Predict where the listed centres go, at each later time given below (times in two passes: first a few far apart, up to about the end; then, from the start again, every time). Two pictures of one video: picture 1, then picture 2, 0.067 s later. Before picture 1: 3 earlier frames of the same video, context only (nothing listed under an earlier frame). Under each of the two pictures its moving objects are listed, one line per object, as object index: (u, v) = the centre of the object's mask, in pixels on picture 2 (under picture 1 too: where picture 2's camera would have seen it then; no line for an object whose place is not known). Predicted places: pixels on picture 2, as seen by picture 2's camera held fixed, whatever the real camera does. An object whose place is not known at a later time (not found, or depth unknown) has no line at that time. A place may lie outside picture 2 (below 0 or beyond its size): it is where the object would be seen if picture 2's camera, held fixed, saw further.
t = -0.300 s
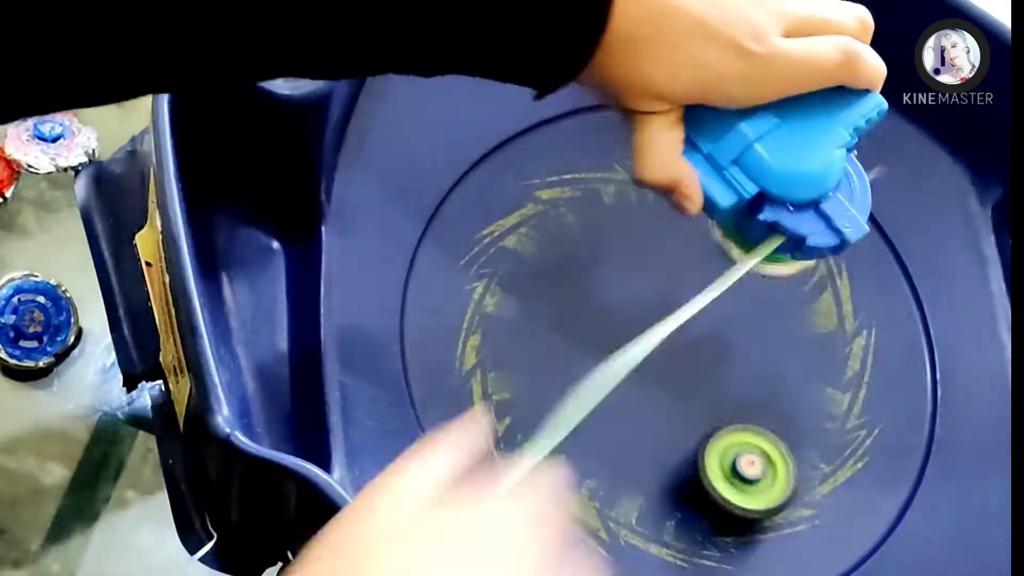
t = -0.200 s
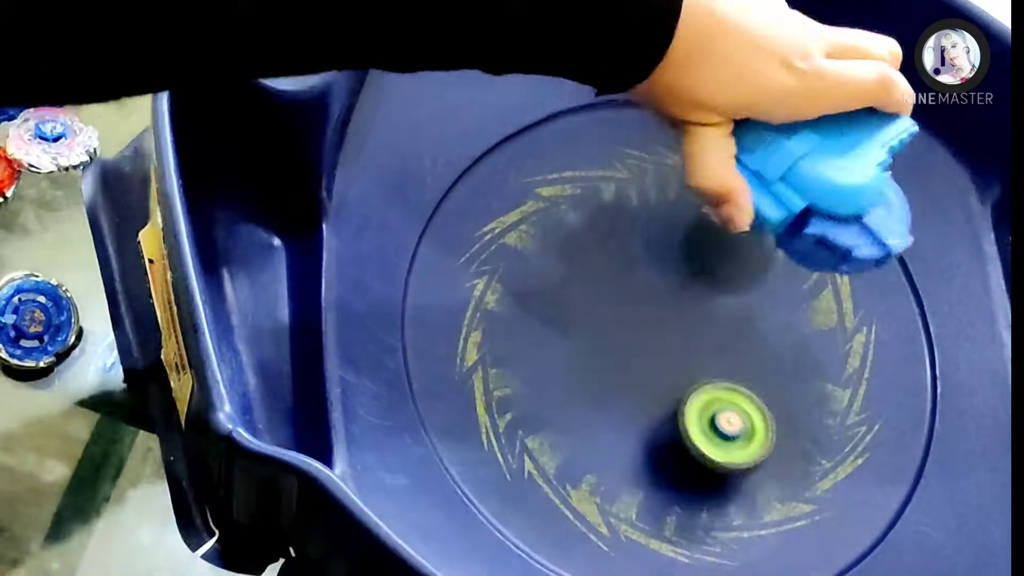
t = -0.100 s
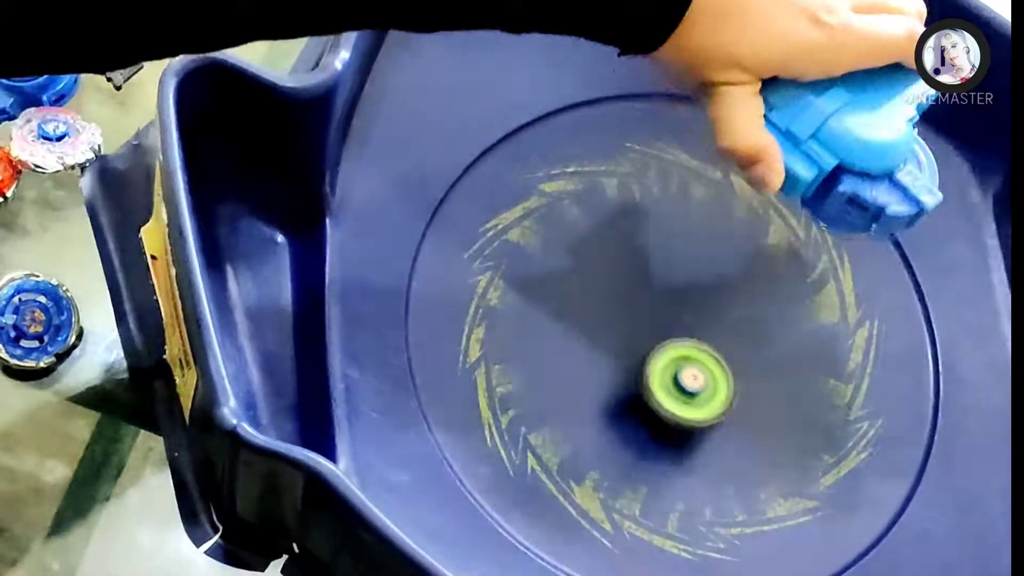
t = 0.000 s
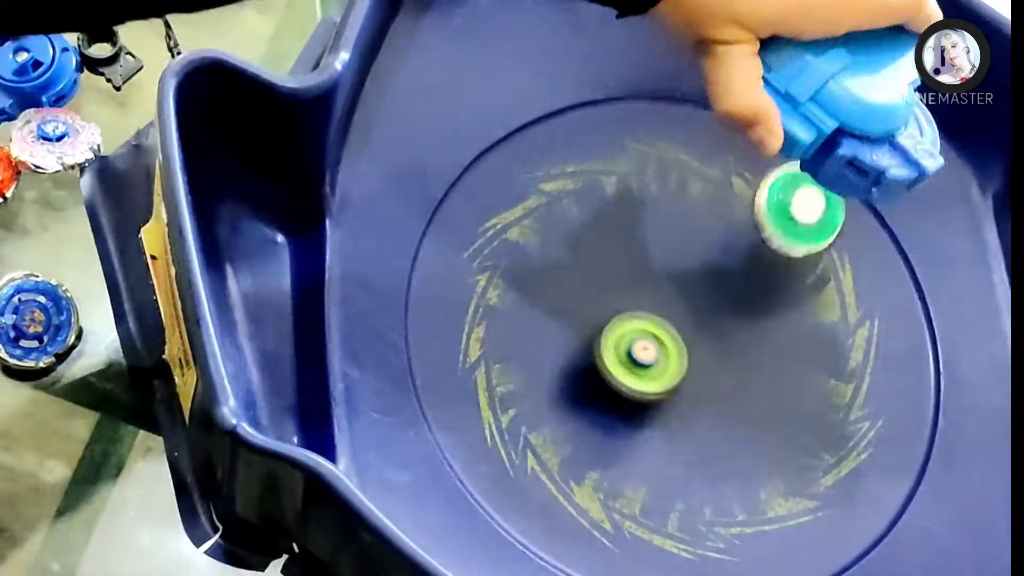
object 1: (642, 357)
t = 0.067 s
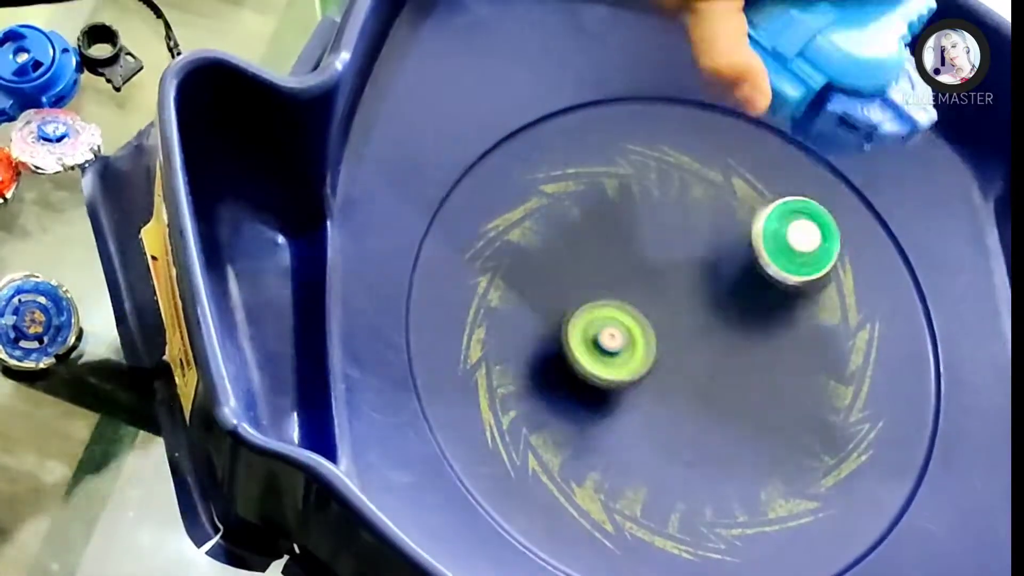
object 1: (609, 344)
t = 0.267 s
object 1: (527, 347)
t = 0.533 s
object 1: (551, 388)
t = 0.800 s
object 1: (628, 318)
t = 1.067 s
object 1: (605, 215)
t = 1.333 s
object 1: (564, 227)
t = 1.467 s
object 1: (598, 269)
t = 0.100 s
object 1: (592, 339)
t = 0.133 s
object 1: (578, 338)
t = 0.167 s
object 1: (562, 337)
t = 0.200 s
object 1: (547, 339)
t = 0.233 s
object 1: (536, 342)
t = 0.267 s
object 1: (527, 347)
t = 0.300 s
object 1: (519, 352)
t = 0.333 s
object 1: (516, 360)
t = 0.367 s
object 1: (514, 367)
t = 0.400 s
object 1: (517, 375)
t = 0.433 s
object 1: (522, 380)
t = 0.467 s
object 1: (528, 385)
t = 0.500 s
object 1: (540, 388)
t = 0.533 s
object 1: (551, 388)
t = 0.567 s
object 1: (563, 386)
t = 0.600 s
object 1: (575, 381)
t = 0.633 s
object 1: (587, 375)
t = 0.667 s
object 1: (598, 366)
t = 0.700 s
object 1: (608, 356)
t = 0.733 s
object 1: (616, 345)
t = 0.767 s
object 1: (623, 331)
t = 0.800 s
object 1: (628, 318)
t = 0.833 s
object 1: (631, 303)
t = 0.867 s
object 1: (632, 288)
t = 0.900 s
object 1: (632, 274)
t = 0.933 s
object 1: (630, 261)
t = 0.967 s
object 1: (625, 247)
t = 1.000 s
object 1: (620, 236)
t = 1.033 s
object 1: (613, 224)
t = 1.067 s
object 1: (605, 215)
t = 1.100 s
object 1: (597, 207)
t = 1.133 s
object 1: (588, 204)
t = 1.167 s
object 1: (580, 201)
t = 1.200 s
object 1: (572, 202)
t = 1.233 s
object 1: (567, 205)
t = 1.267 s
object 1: (564, 209)
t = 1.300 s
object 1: (563, 217)
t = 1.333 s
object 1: (564, 227)
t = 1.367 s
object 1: (567, 237)
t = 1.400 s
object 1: (575, 247)
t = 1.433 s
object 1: (585, 258)
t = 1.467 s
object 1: (598, 269)
